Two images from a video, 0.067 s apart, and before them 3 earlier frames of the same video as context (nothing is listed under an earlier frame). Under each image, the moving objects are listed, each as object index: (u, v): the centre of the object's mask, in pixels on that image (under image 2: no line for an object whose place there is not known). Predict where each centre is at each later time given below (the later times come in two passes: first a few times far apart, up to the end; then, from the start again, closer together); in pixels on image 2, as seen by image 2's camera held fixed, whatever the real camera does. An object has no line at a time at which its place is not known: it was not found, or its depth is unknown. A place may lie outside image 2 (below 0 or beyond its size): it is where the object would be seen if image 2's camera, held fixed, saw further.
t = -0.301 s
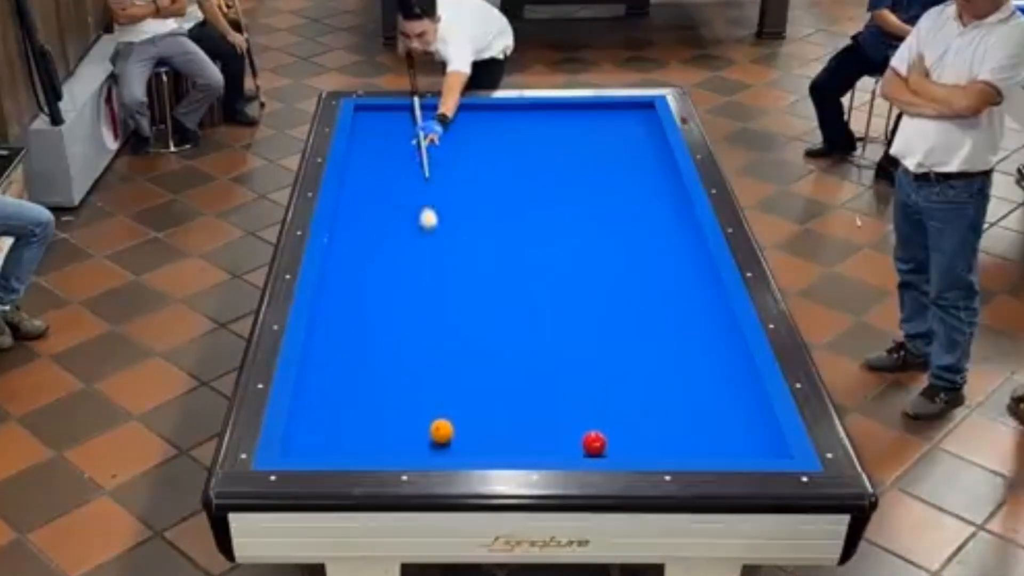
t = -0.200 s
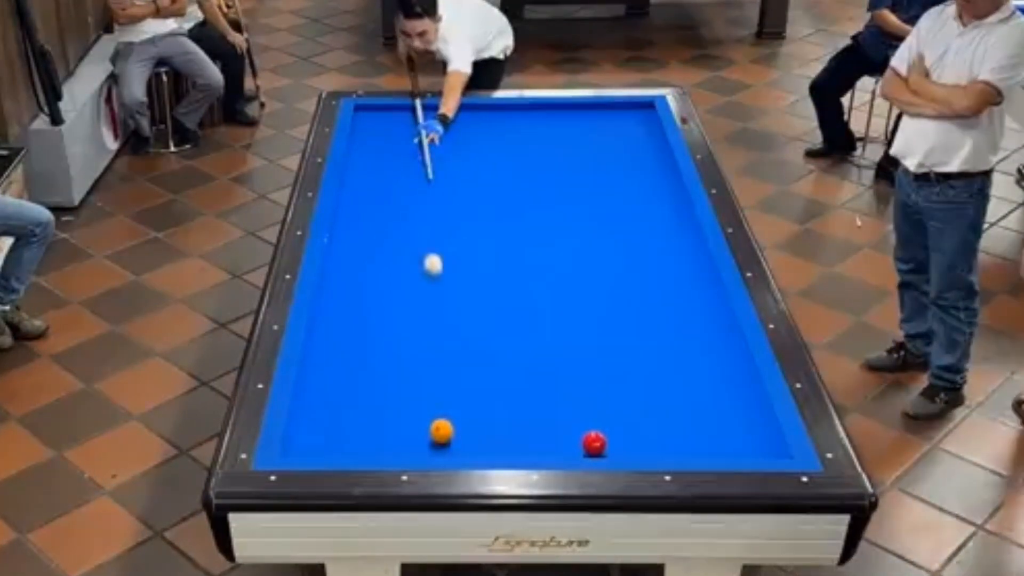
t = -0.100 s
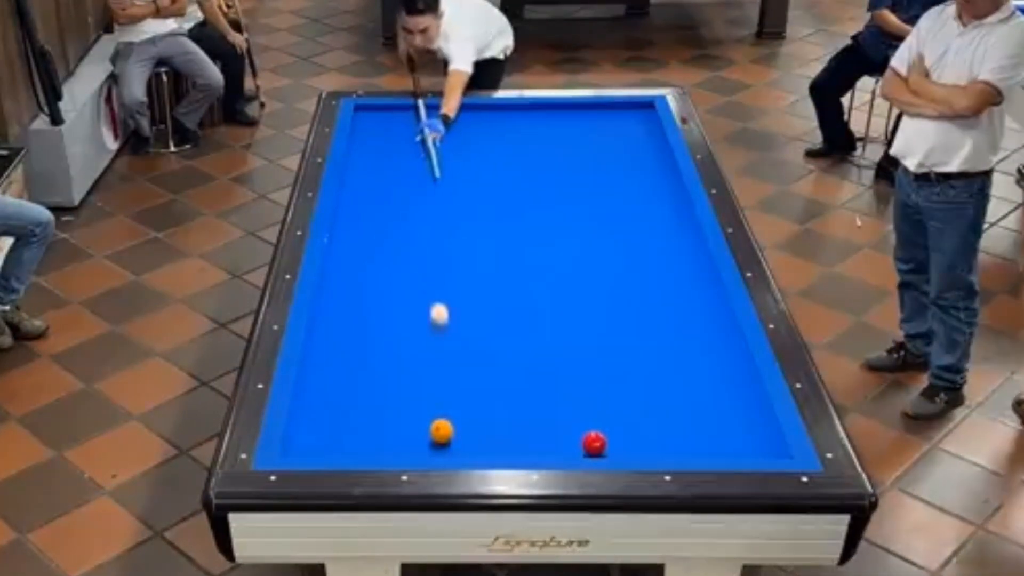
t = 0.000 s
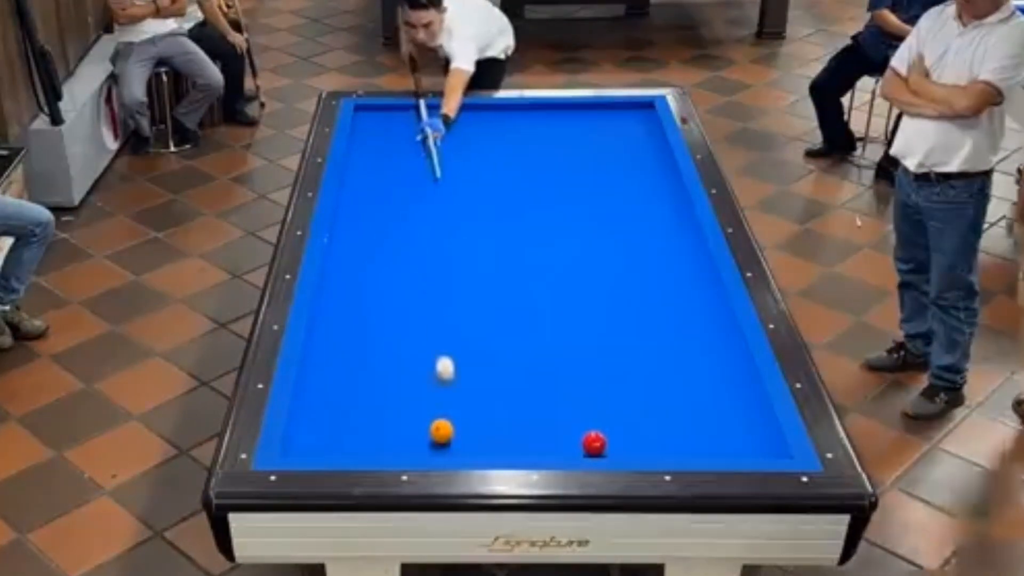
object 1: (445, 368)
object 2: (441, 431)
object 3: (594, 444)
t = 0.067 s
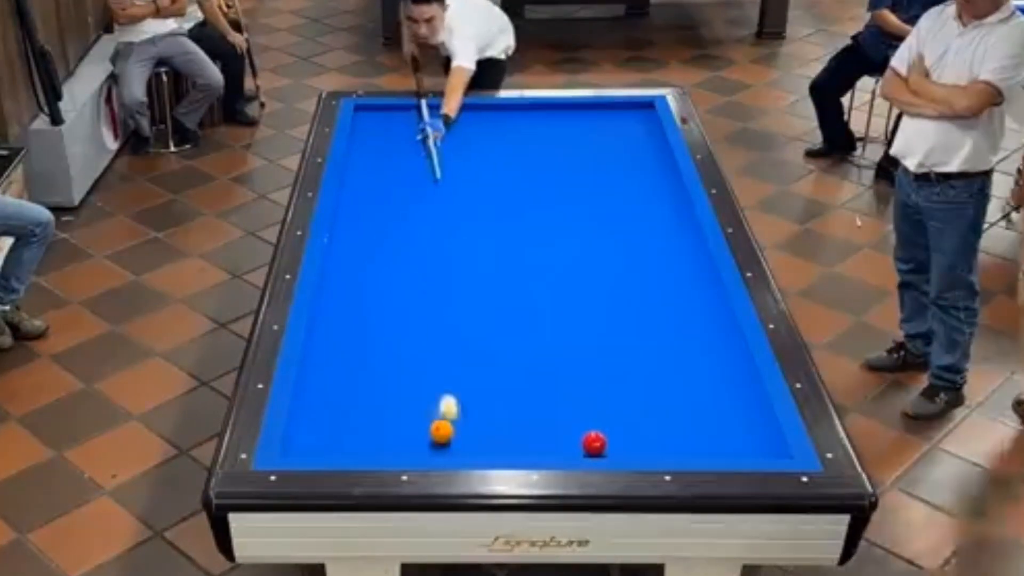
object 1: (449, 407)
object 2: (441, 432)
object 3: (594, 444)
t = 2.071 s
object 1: (678, 284)
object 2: (388, 124)
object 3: (718, 442)
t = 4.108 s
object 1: (623, 169)
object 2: (519, 203)
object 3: (595, 426)
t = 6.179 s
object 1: (559, 108)
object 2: (683, 326)
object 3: (548, 418)
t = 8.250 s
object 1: (514, 131)
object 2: (728, 444)
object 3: (548, 417)
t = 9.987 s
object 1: (498, 141)
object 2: (683, 420)
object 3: (548, 417)
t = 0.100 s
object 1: (457, 420)
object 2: (435, 440)
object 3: (594, 444)
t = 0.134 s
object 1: (471, 424)
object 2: (425, 448)
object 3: (594, 444)
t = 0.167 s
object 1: (483, 428)
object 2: (419, 438)
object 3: (594, 444)
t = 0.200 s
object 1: (496, 433)
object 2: (415, 426)
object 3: (594, 444)
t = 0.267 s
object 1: (521, 442)
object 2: (407, 405)
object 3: (594, 444)
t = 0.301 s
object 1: (533, 448)
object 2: (404, 395)
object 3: (594, 444)
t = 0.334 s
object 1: (546, 449)
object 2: (400, 386)
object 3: (594, 444)
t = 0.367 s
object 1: (556, 445)
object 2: (396, 378)
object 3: (594, 444)
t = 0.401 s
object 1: (567, 442)
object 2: (393, 369)
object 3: (594, 444)
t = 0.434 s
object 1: (571, 437)
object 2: (390, 362)
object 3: (602, 445)
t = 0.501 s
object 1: (574, 428)
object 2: (384, 347)
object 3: (618, 446)
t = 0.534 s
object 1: (576, 424)
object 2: (381, 339)
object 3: (625, 447)
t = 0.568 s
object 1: (579, 420)
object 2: (379, 332)
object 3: (632, 447)
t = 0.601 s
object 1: (582, 416)
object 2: (376, 325)
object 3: (638, 448)
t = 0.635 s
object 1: (585, 412)
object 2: (373, 318)
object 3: (645, 448)
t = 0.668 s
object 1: (587, 409)
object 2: (371, 312)
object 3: (652, 448)
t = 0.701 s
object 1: (590, 405)
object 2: (368, 305)
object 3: (658, 449)
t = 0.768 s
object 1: (595, 397)
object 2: (363, 292)
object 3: (671, 450)
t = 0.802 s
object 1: (598, 394)
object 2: (361, 286)
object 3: (676, 450)
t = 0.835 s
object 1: (601, 390)
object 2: (358, 280)
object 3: (682, 450)
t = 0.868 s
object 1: (603, 387)
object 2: (357, 274)
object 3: (689, 450)
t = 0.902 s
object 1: (606, 383)
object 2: (353, 268)
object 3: (693, 450)
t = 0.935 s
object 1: (608, 380)
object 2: (352, 262)
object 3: (699, 450)
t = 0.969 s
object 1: (610, 377)
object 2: (349, 256)
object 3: (704, 449)
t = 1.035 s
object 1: (615, 370)
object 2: (345, 246)
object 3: (715, 449)
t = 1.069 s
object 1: (618, 367)
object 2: (343, 241)
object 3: (720, 449)
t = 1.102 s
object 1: (620, 364)
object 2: (341, 235)
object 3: (727, 448)
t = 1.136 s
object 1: (622, 361)
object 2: (339, 230)
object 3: (732, 448)
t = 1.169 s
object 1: (624, 357)
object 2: (337, 225)
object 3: (737, 448)
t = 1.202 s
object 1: (626, 355)
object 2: (339, 221)
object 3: (742, 447)
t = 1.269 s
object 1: (631, 349)
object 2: (344, 212)
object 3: (753, 448)
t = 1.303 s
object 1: (633, 346)
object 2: (347, 208)
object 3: (758, 448)
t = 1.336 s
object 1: (635, 342)
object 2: (349, 203)
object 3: (763, 447)
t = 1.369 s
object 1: (637, 340)
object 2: (350, 199)
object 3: (769, 447)
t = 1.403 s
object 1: (640, 337)
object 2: (352, 195)
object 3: (773, 447)
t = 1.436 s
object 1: (642, 334)
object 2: (354, 191)
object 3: (773, 446)
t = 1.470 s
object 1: (644, 331)
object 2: (356, 186)
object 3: (769, 446)
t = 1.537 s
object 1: (648, 325)
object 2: (360, 179)
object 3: (763, 446)
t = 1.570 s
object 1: (650, 322)
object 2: (363, 175)
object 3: (760, 445)
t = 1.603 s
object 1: (652, 320)
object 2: (364, 171)
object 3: (757, 445)
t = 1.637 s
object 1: (654, 317)
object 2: (367, 168)
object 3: (754, 445)
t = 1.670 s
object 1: (656, 315)
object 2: (368, 164)
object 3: (751, 445)
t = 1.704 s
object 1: (658, 312)
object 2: (369, 160)
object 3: (748, 444)
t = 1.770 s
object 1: (662, 307)
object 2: (373, 153)
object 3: (742, 444)
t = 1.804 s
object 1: (664, 304)
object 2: (375, 150)
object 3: (739, 444)
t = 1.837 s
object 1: (665, 301)
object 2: (376, 146)
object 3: (736, 444)
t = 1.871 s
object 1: (667, 299)
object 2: (378, 143)
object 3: (734, 444)
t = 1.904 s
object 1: (669, 297)
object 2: (380, 140)
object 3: (731, 444)
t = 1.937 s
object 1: (671, 294)
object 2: (382, 136)
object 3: (728, 444)
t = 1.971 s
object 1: (673, 292)
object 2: (383, 132)
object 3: (726, 443)
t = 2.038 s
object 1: (676, 287)
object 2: (386, 127)
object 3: (720, 442)
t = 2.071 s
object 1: (678, 284)
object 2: (388, 124)
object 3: (718, 442)
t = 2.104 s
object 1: (680, 282)
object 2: (390, 120)
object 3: (715, 442)
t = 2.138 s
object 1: (681, 280)
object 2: (391, 118)
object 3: (713, 442)
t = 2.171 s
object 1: (683, 277)
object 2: (393, 115)
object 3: (710, 441)
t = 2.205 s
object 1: (685, 275)
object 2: (394, 112)
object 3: (707, 441)
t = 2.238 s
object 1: (686, 273)
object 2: (396, 109)
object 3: (705, 441)
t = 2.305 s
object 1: (690, 268)
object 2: (399, 111)
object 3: (699, 440)
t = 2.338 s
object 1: (692, 266)
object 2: (401, 113)
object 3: (696, 439)
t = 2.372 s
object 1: (693, 264)
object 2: (403, 115)
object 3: (695, 439)
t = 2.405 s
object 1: (695, 262)
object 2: (405, 116)
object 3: (692, 439)
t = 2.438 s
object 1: (697, 260)
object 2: (407, 118)
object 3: (689, 439)
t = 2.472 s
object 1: (698, 258)
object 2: (409, 120)
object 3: (687, 438)
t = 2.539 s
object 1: (701, 253)
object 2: (413, 123)
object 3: (682, 438)
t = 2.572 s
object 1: (699, 251)
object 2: (416, 124)
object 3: (680, 438)
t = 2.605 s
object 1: (697, 249)
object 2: (418, 126)
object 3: (677, 437)
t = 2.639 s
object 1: (695, 247)
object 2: (420, 128)
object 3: (675, 437)
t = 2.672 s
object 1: (693, 245)
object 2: (422, 129)
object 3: (673, 437)
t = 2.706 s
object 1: (691, 243)
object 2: (424, 131)
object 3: (671, 436)
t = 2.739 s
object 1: (689, 241)
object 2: (426, 133)
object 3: (669, 437)
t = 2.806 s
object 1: (685, 236)
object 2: (431, 136)
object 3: (664, 436)
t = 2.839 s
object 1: (683, 234)
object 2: (433, 137)
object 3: (662, 435)
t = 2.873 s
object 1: (682, 232)
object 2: (435, 139)
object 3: (660, 435)
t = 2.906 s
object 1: (680, 229)
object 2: (437, 140)
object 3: (657, 435)
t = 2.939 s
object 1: (678, 228)
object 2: (439, 142)
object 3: (655, 434)
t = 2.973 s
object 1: (676, 226)
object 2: (441, 144)
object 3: (653, 434)
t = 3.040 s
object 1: (672, 222)
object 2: (446, 148)
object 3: (649, 433)
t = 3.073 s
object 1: (671, 221)
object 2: (448, 149)
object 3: (647, 433)
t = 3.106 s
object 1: (669, 218)
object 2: (450, 150)
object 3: (645, 433)
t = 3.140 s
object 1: (667, 216)
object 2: (452, 153)
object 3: (643, 433)
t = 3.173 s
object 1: (665, 215)
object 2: (454, 154)
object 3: (641, 432)
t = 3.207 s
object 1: (664, 213)
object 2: (456, 155)
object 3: (639, 432)
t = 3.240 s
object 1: (662, 211)
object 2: (459, 157)
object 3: (637, 432)
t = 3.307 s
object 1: (659, 208)
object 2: (463, 160)
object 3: (634, 431)
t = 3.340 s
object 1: (656, 205)
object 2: (466, 163)
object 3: (632, 431)
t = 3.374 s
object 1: (655, 204)
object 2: (468, 164)
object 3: (630, 431)
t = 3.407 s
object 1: (654, 202)
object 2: (470, 165)
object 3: (628, 431)
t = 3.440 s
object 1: (652, 201)
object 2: (472, 167)
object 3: (626, 431)
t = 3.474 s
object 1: (650, 198)
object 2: (474, 169)
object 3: (625, 431)
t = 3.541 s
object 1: (647, 195)
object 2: (479, 173)
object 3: (621, 430)
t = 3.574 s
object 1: (645, 194)
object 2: (481, 174)
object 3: (619, 430)
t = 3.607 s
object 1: (644, 192)
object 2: (484, 176)
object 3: (618, 430)
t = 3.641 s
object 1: (643, 190)
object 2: (486, 178)
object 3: (616, 430)
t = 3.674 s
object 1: (641, 189)
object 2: (488, 180)
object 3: (614, 429)
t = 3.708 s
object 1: (640, 187)
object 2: (490, 182)
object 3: (613, 429)
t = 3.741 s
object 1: (638, 185)
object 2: (493, 183)
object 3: (611, 429)
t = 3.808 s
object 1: (635, 183)
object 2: (498, 187)
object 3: (608, 428)
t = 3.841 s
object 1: (634, 181)
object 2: (500, 188)
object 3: (607, 428)
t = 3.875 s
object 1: (633, 180)
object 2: (502, 190)
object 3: (605, 428)
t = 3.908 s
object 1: (631, 178)
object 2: (505, 192)
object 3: (604, 428)
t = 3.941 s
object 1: (630, 177)
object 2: (507, 194)
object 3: (602, 427)
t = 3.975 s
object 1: (628, 175)
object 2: (509, 195)
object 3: (601, 427)
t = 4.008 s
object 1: (627, 174)
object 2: (512, 197)
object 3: (600, 427)
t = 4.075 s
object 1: (624, 171)
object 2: (516, 201)
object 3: (597, 427)
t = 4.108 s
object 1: (623, 169)
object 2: (519, 203)
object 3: (595, 426)
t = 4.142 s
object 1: (621, 168)
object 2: (521, 204)
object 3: (594, 426)
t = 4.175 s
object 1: (620, 166)
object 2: (524, 206)
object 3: (593, 426)
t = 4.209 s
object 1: (619, 165)
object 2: (526, 208)
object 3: (591, 426)
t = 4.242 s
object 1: (618, 164)
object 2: (529, 210)
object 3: (590, 426)
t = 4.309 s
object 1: (615, 161)
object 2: (533, 213)
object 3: (587, 425)
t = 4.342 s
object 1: (614, 160)
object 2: (536, 216)
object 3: (586, 425)
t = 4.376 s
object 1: (613, 158)
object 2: (538, 218)
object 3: (585, 424)
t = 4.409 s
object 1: (612, 157)
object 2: (540, 219)
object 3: (584, 424)
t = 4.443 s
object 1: (610, 156)
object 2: (543, 221)
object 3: (583, 423)
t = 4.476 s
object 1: (609, 155)
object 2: (545, 223)
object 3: (582, 423)
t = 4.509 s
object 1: (608, 153)
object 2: (548, 225)
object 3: (580, 423)
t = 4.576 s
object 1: (606, 151)
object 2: (553, 229)
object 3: (578, 423)
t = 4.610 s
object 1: (604, 150)
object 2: (556, 231)
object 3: (577, 423)
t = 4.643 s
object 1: (603, 148)
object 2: (558, 233)
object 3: (576, 423)
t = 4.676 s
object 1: (602, 147)
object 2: (561, 235)
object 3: (575, 423)
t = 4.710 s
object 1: (601, 146)
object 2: (563, 236)
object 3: (574, 423)
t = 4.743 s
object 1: (600, 145)
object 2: (566, 238)
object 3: (573, 422)
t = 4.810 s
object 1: (598, 142)
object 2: (571, 242)
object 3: (571, 421)
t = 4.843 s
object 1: (597, 141)
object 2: (573, 244)
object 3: (570, 421)
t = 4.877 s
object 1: (596, 141)
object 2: (576, 246)
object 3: (569, 421)
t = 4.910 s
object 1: (595, 139)
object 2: (578, 248)
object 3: (568, 421)
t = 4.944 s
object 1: (593, 138)
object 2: (581, 250)
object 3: (567, 421)
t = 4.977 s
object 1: (592, 137)
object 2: (584, 252)
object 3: (566, 421)
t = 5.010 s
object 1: (591, 135)
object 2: (586, 254)
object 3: (565, 421)
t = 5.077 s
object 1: (589, 133)
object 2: (591, 258)
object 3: (564, 420)
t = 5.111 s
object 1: (588, 132)
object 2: (594, 260)
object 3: (563, 420)
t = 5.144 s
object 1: (587, 131)
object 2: (597, 262)
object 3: (562, 420)
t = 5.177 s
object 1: (586, 130)
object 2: (599, 264)
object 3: (562, 420)
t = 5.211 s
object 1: (585, 129)
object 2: (602, 266)
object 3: (561, 420)
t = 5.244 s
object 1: (584, 128)
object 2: (605, 268)
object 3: (560, 420)
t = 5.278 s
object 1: (583, 127)
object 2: (608, 270)
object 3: (559, 419)
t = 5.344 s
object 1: (581, 125)
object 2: (613, 274)
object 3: (558, 420)
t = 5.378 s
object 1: (580, 124)
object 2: (615, 276)
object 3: (558, 420)
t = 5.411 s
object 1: (579, 122)
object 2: (618, 278)
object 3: (557, 420)
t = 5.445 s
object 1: (578, 121)
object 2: (621, 280)
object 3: (556, 419)
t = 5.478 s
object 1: (578, 121)
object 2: (624, 282)
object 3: (556, 420)
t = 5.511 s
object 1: (577, 120)
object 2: (626, 284)
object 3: (555, 419)
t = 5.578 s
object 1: (575, 118)
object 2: (632, 288)
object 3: (554, 420)
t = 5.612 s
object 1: (574, 117)
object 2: (635, 290)
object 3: (554, 420)
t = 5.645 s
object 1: (573, 115)
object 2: (638, 292)
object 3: (553, 419)
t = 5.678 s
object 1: (572, 115)
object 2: (640, 295)
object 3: (553, 419)
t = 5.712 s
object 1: (571, 114)
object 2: (643, 297)
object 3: (552, 419)
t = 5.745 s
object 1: (571, 113)
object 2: (646, 299)
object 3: (552, 419)
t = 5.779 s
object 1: (570, 112)
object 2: (649, 300)
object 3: (551, 419)
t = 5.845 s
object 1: (568, 111)
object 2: (654, 304)
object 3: (551, 418)
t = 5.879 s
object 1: (567, 110)
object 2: (657, 306)
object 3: (550, 418)
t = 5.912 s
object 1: (566, 109)
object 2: (660, 308)
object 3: (550, 418)
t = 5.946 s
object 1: (566, 108)
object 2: (663, 310)
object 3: (550, 418)
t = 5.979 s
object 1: (565, 107)
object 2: (665, 313)
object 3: (550, 418)
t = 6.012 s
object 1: (564, 107)
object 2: (669, 315)
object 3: (549, 418)
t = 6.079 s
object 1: (562, 107)
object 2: (675, 319)
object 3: (549, 418)
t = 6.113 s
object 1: (561, 107)
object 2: (677, 322)
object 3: (548, 418)
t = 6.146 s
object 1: (560, 108)
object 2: (680, 324)
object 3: (548, 418)
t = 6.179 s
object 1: (559, 108)
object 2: (683, 326)
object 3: (548, 418)
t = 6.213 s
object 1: (558, 109)
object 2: (686, 328)
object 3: (548, 418)
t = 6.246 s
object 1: (557, 109)
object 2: (689, 330)
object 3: (548, 418)
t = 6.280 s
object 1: (556, 110)
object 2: (692, 332)
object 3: (548, 418)
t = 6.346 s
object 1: (554, 111)
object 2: (697, 336)
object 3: (548, 417)
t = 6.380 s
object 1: (553, 111)
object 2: (700, 339)
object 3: (548, 417)
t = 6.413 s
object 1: (553, 111)
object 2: (703, 341)
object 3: (548, 417)
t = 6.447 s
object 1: (552, 112)
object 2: (706, 343)
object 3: (548, 417)
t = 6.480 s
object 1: (551, 112)
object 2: (709, 345)
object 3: (548, 417)
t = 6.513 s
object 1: (550, 113)
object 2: (712, 347)
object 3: (548, 417)
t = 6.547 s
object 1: (549, 113)
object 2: (715, 349)
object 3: (548, 417)
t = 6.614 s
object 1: (548, 114)
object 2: (721, 354)
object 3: (548, 417)
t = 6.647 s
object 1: (547, 115)
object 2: (724, 356)
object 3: (548, 417)
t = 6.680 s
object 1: (546, 115)
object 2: (727, 358)
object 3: (548, 417)
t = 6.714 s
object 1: (545, 116)
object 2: (729, 360)
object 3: (548, 417)
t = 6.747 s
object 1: (545, 116)
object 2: (733, 363)
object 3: (548, 417)
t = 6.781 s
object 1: (544, 116)
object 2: (736, 365)
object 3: (548, 417)
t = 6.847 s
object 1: (542, 117)
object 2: (742, 369)
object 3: (548, 417)
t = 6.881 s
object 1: (542, 118)
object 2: (745, 371)
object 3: (548, 417)
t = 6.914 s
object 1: (541, 118)
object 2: (746, 373)
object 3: (548, 417)
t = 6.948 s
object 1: (540, 118)
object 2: (745, 375)
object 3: (548, 417)
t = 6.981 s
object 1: (539, 119)
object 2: (745, 377)
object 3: (548, 417)
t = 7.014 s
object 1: (538, 119)
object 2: (745, 379)
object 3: (548, 417)
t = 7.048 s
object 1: (538, 119)
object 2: (744, 380)
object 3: (548, 417)
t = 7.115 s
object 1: (536, 120)
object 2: (743, 385)
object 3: (548, 417)
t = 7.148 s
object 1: (535, 121)
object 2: (743, 386)
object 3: (548, 417)
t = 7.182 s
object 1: (534, 121)
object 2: (742, 388)
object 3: (548, 417)
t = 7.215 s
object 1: (534, 121)
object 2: (742, 390)
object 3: (548, 417)
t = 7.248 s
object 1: (533, 122)
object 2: (742, 392)
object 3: (548, 417)
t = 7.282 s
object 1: (532, 122)
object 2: (741, 394)
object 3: (548, 417)
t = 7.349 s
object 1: (531, 123)
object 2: (740, 397)
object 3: (548, 417)
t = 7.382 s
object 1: (530, 124)
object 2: (740, 399)
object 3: (548, 417)
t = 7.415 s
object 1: (530, 124)
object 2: (740, 401)
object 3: (548, 417)
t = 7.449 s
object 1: (529, 124)
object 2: (739, 403)
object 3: (548, 417)
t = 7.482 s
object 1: (528, 125)
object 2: (739, 405)
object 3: (548, 417)
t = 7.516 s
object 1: (528, 125)
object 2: (739, 407)
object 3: (548, 417)
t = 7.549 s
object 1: (527, 125)
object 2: (738, 409)
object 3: (548, 417)
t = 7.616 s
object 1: (526, 126)
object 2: (737, 412)
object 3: (548, 417)
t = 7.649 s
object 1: (525, 126)
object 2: (737, 414)
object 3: (548, 417)
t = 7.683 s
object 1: (525, 127)
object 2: (736, 416)
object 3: (548, 417)
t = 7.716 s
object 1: (524, 127)
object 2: (736, 417)
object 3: (548, 417)
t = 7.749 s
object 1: (523, 128)
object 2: (736, 419)
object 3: (548, 417)
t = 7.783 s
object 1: (522, 128)
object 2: (735, 421)
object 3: (548, 417)
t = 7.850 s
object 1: (521, 128)
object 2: (734, 424)
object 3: (548, 417)
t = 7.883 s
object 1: (520, 129)
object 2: (734, 426)
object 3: (548, 417)
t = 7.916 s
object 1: (520, 129)
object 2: (733, 428)
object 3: (548, 417)
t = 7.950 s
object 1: (519, 129)
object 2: (733, 430)
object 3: (548, 417)
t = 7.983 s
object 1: (519, 130)
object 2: (732, 431)
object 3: (548, 417)
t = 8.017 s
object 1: (518, 130)
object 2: (732, 433)
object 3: (548, 417)
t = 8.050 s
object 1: (518, 130)
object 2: (732, 435)
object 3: (548, 417)
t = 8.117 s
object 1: (517, 131)
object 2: (731, 438)
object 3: (548, 417)
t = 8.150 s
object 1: (516, 131)
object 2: (730, 440)
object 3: (548, 417)
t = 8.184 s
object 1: (515, 131)
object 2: (729, 441)
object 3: (548, 417)
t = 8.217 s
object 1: (515, 131)
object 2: (729, 443)
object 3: (548, 417)
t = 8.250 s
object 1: (514, 131)
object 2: (728, 444)
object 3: (548, 417)
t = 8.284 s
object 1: (514, 132)
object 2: (728, 446)
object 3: (548, 417)
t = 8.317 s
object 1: (513, 132)
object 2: (728, 447)
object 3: (548, 417)
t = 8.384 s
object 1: (512, 133)
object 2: (726, 450)
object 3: (548, 417)
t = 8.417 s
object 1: (512, 133)
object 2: (726, 451)
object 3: (548, 417)
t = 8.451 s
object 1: (511, 133)
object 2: (725, 451)
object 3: (548, 417)
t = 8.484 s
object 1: (511, 134)
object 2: (724, 450)
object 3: (548, 417)
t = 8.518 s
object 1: (511, 134)
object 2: (723, 450)
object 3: (548, 417)
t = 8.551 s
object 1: (510, 134)
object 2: (721, 449)
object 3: (548, 417)
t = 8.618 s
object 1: (509, 135)
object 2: (719, 448)
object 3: (548, 417)
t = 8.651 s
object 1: (509, 135)
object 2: (718, 447)
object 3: (548, 417)
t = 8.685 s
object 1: (508, 135)
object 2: (717, 447)
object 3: (548, 417)
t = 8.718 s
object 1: (508, 135)
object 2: (716, 446)
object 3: (548, 417)
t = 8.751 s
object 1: (508, 135)
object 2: (715, 445)
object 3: (548, 417)
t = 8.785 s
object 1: (507, 136)
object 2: (714, 445)
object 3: (548, 417)
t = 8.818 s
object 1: (507, 136)
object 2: (713, 444)
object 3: (548, 417)
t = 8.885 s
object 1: (506, 136)
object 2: (712, 443)
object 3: (548, 417)
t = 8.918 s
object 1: (506, 136)
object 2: (711, 442)
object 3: (548, 417)
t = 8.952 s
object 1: (505, 137)
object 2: (710, 442)
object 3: (548, 417)
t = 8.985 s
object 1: (505, 137)
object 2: (709, 441)
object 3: (548, 417)
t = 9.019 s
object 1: (505, 137)
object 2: (708, 441)
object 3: (548, 417)
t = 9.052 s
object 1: (504, 137)
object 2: (706, 440)
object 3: (548, 417)
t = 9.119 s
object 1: (504, 138)
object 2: (705, 437)
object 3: (548, 417)
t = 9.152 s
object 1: (504, 138)
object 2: (704, 437)
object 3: (548, 417)
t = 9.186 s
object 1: (503, 138)
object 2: (703, 436)
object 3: (548, 417)
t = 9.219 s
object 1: (503, 138)
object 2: (701, 434)
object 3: (548, 417)
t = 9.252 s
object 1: (503, 138)
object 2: (700, 433)
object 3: (548, 417)
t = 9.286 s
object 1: (502, 139)
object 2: (699, 432)
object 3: (548, 417)
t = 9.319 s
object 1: (501, 139)
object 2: (698, 432)
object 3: (548, 417)
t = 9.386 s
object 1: (501, 139)
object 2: (696, 430)
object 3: (548, 417)
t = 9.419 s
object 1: (501, 139)
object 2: (695, 429)
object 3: (548, 417)
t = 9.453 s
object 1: (501, 139)
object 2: (694, 429)
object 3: (548, 417)
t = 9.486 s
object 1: (500, 139)
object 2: (694, 428)
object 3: (548, 417)
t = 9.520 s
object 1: (500, 140)
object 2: (693, 428)
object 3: (548, 417)
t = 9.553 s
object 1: (500, 140)
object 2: (692, 427)
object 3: (548, 417)
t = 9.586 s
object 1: (500, 140)
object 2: (691, 426)
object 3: (548, 417)
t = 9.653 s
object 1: (500, 140)
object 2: (690, 425)
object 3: (548, 417)
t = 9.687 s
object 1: (499, 140)
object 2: (689, 424)
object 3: (548, 417)
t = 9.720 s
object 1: (499, 141)
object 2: (688, 424)
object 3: (548, 417)
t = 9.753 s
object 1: (499, 140)
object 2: (688, 423)
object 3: (548, 417)
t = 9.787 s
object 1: (499, 141)
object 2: (687, 423)
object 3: (548, 417)
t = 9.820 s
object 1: (499, 141)
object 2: (687, 422)
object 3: (548, 417)
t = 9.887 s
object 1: (498, 141)
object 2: (686, 422)
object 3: (548, 417)
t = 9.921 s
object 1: (499, 141)
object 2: (684, 421)
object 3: (548, 417)
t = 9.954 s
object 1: (498, 141)
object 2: (684, 420)
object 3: (548, 417)
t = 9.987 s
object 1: (498, 141)
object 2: (683, 420)
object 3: (548, 417)
